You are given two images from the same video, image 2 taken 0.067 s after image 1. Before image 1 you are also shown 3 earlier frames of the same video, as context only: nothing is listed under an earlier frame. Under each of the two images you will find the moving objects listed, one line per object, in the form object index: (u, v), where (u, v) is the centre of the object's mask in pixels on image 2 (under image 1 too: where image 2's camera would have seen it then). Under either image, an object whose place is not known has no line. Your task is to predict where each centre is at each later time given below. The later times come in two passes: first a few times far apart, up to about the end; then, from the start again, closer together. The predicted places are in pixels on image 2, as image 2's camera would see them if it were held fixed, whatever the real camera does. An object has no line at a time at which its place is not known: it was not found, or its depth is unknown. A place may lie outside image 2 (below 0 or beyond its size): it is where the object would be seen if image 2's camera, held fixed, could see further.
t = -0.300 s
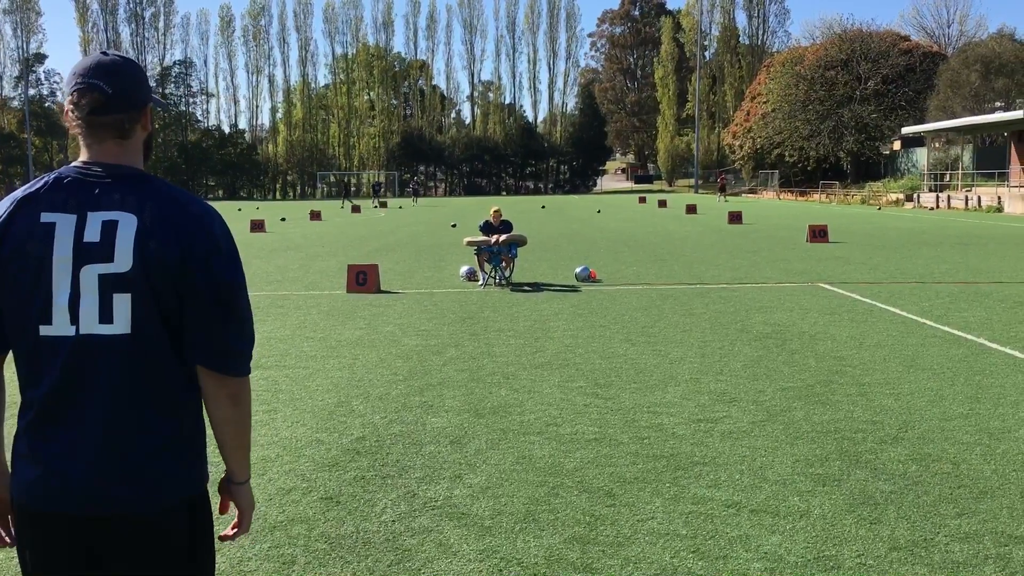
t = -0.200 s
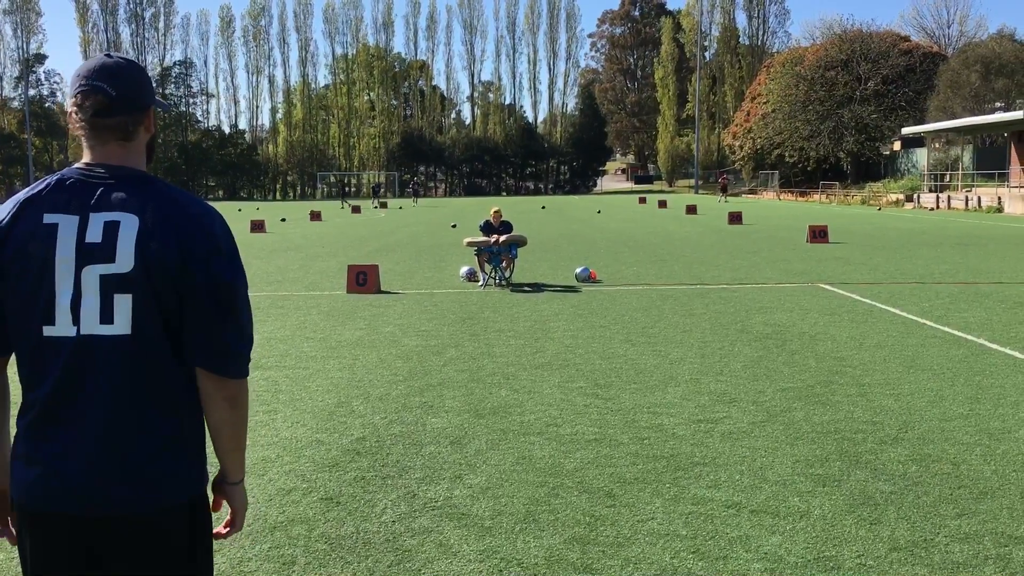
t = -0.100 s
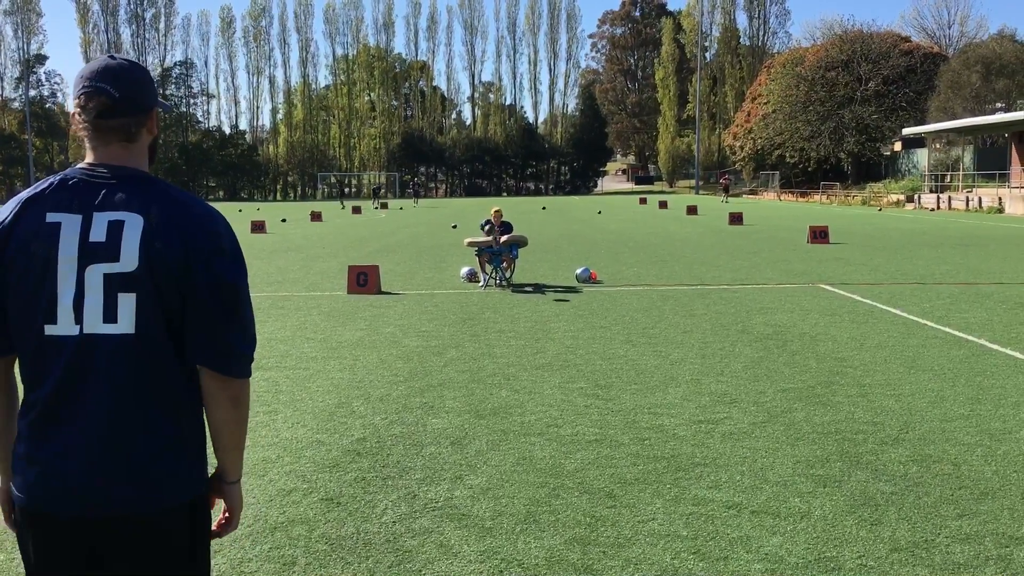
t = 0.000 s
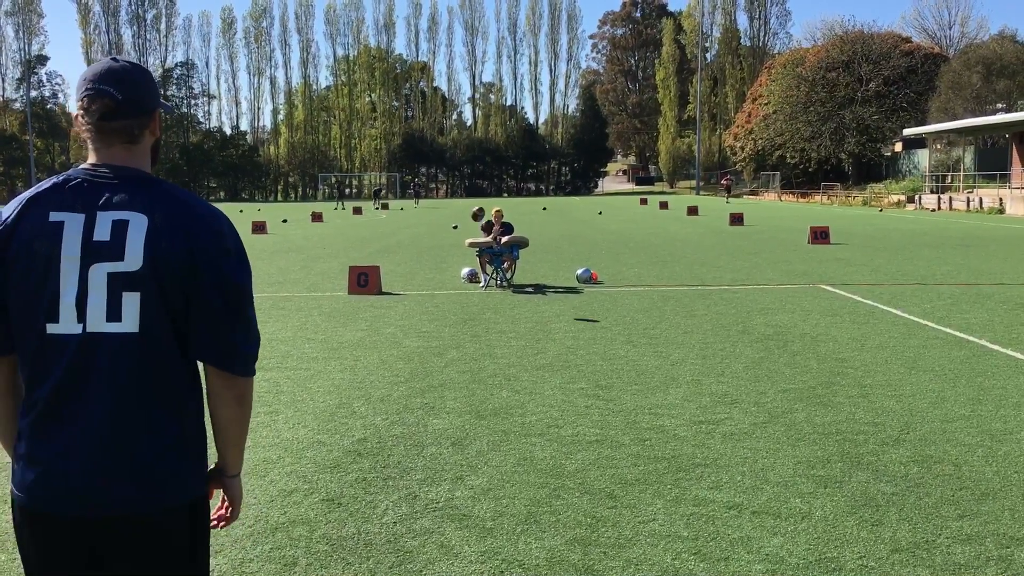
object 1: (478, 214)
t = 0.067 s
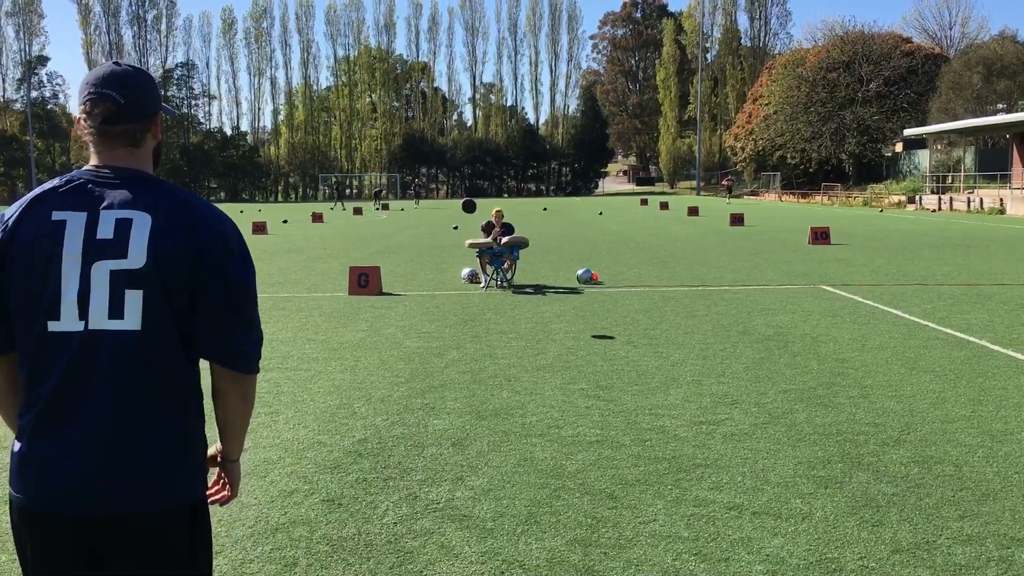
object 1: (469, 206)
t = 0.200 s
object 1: (443, 195)
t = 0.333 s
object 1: (404, 200)
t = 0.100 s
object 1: (463, 201)
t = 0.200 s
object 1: (443, 195)
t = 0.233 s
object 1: (434, 194)
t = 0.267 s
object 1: (426, 195)
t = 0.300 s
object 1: (416, 197)
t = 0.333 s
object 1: (404, 200)
